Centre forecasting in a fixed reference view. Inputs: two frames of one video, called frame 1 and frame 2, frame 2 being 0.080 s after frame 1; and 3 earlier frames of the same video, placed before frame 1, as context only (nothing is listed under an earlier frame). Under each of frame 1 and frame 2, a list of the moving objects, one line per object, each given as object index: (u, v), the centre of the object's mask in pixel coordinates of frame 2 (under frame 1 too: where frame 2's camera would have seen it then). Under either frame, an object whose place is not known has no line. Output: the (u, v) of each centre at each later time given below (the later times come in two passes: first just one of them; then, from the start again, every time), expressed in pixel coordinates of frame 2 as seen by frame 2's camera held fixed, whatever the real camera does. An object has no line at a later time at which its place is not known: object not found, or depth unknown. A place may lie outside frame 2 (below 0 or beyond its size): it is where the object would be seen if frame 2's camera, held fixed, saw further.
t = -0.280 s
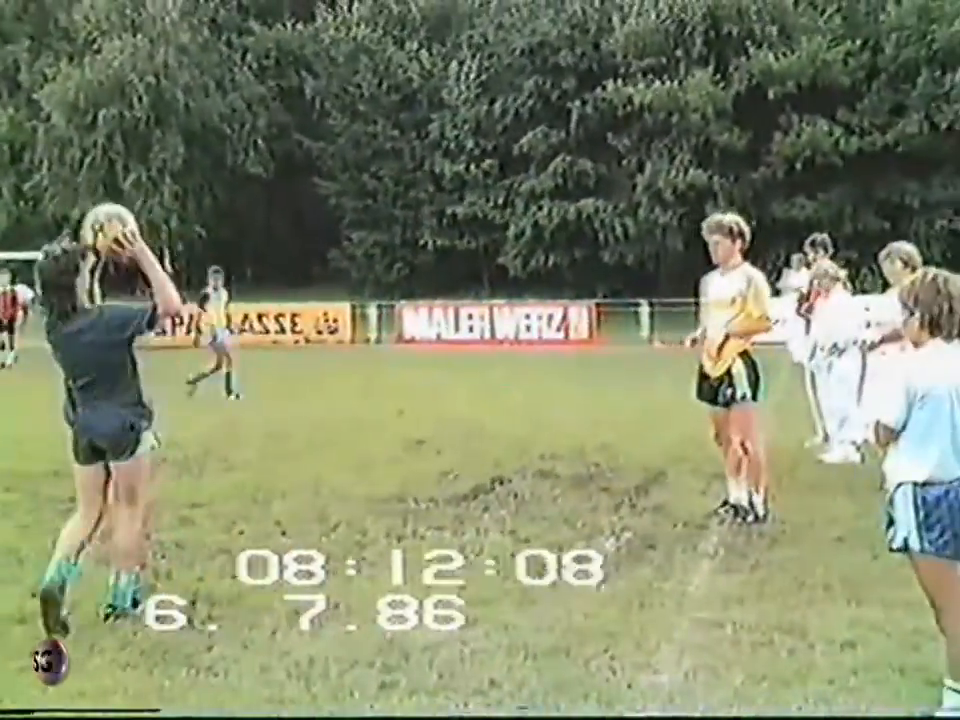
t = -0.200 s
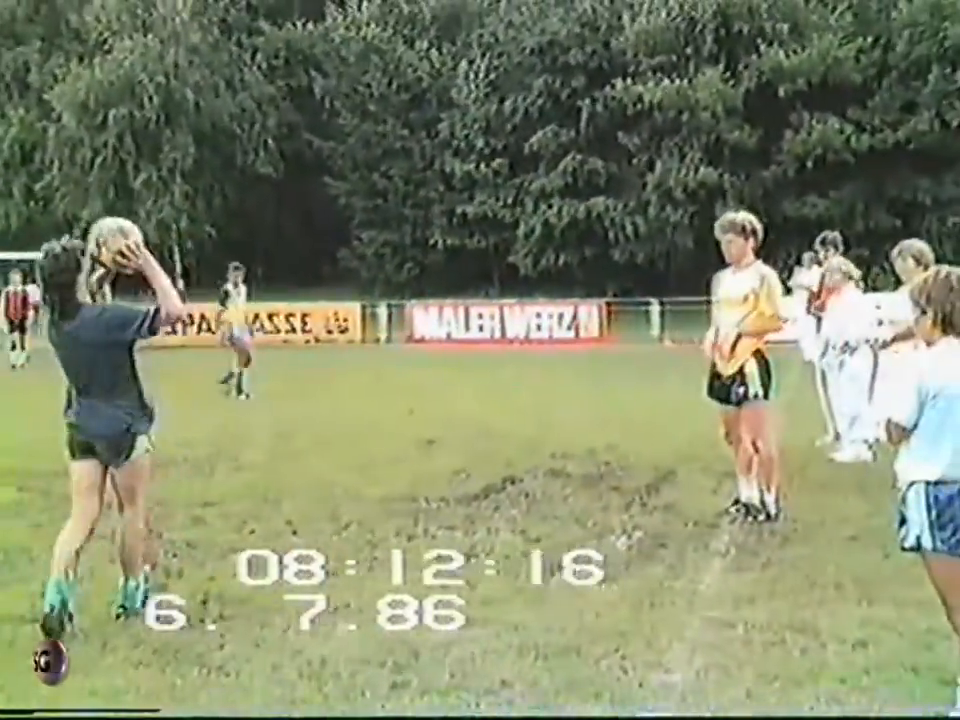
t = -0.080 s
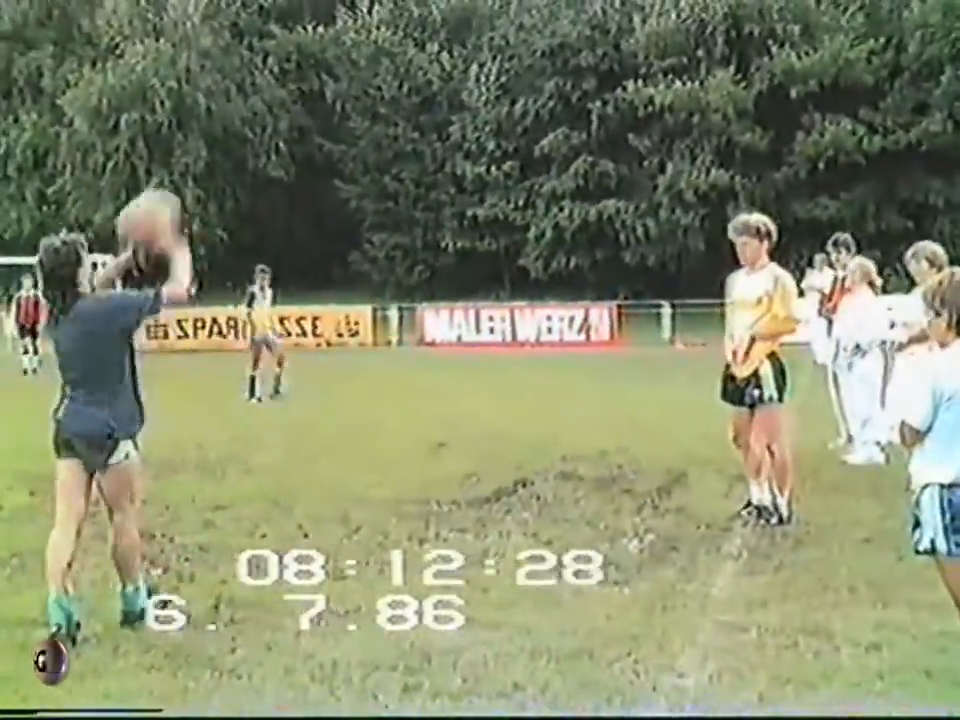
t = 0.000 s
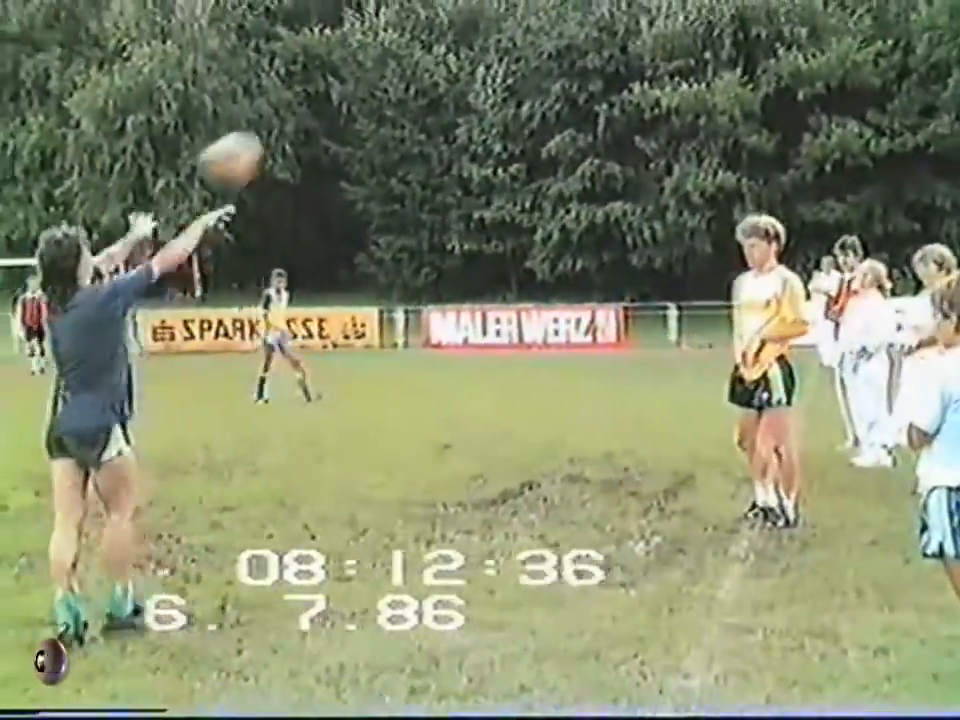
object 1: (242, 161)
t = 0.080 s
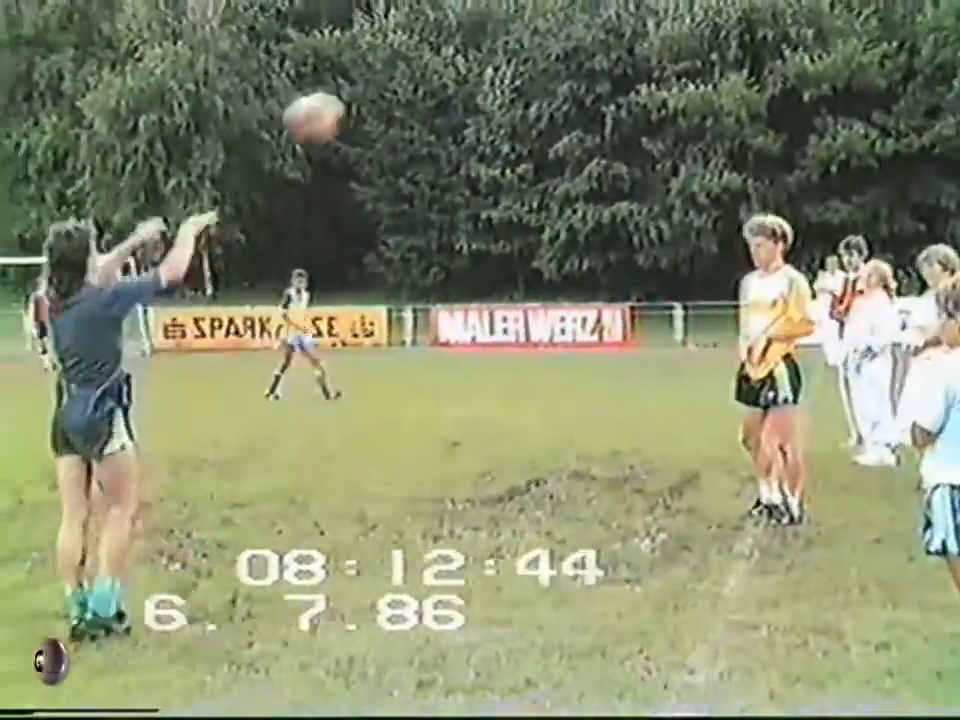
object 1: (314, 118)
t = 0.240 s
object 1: (448, 78)
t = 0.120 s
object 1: (349, 102)
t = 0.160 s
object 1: (385, 89)
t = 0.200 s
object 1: (417, 83)
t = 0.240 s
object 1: (448, 78)
